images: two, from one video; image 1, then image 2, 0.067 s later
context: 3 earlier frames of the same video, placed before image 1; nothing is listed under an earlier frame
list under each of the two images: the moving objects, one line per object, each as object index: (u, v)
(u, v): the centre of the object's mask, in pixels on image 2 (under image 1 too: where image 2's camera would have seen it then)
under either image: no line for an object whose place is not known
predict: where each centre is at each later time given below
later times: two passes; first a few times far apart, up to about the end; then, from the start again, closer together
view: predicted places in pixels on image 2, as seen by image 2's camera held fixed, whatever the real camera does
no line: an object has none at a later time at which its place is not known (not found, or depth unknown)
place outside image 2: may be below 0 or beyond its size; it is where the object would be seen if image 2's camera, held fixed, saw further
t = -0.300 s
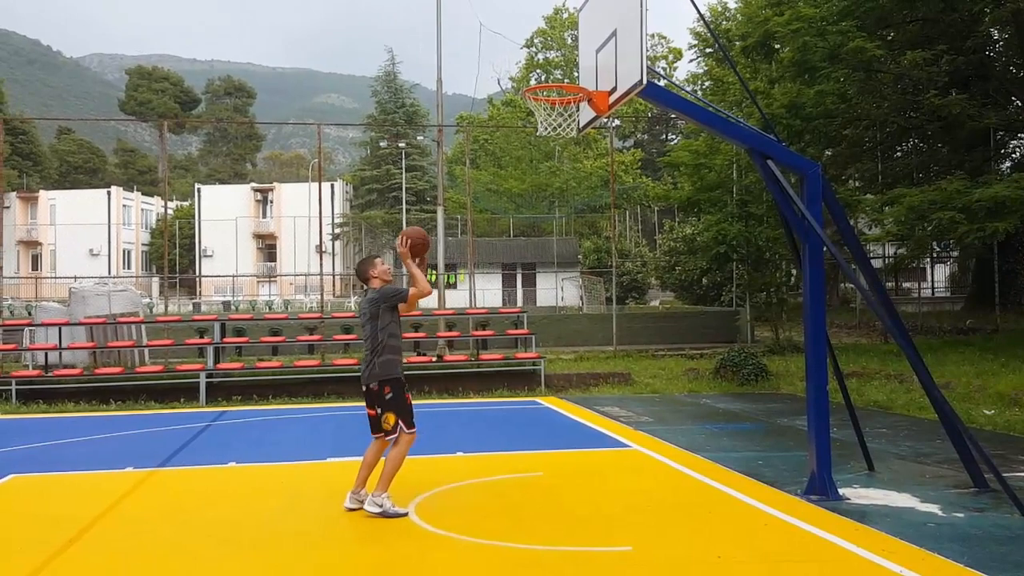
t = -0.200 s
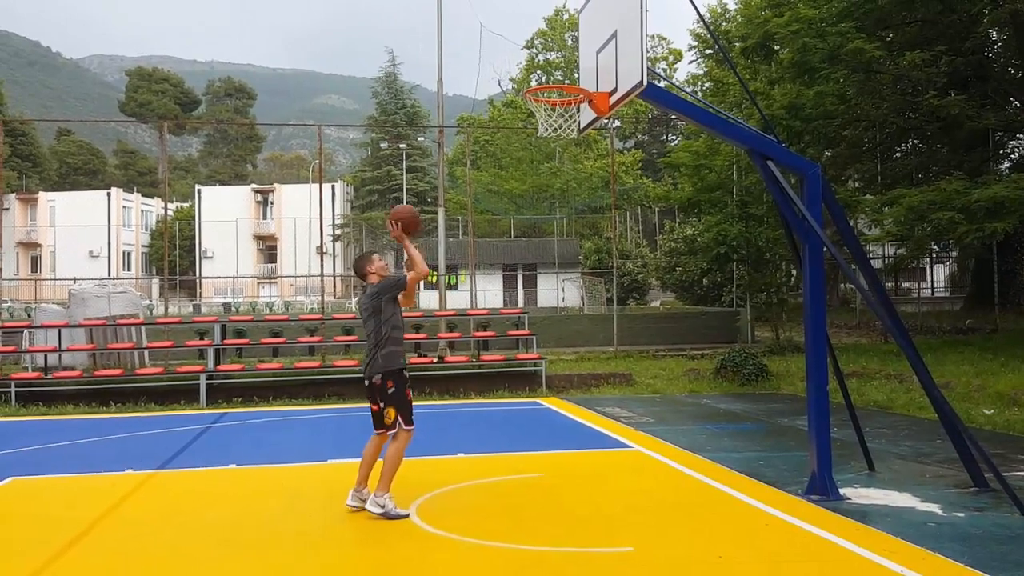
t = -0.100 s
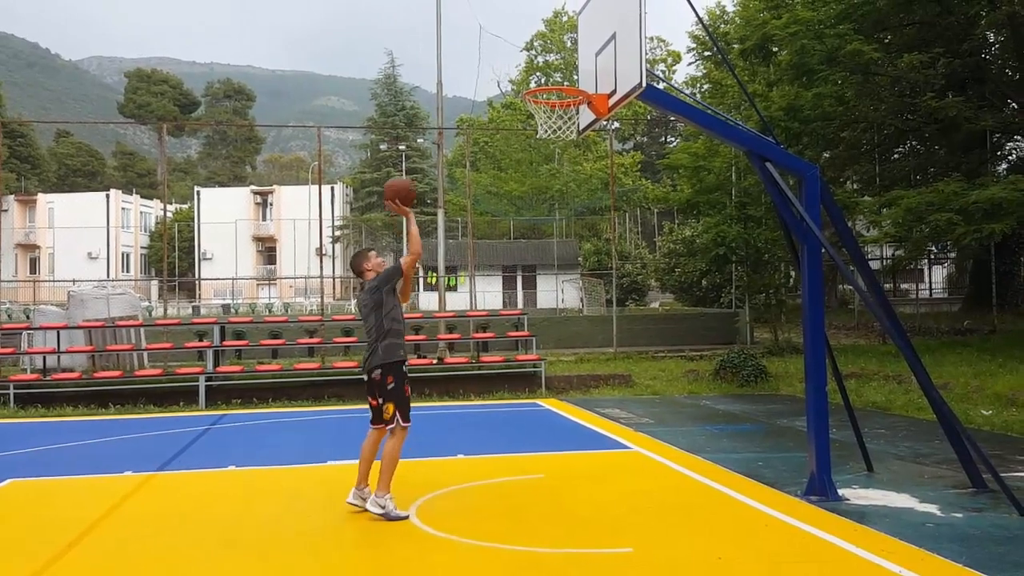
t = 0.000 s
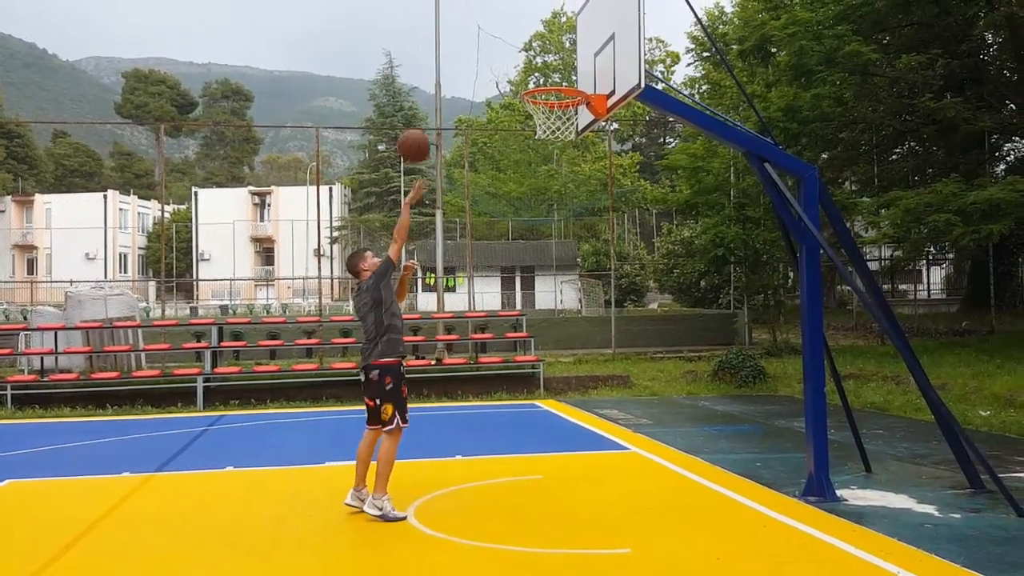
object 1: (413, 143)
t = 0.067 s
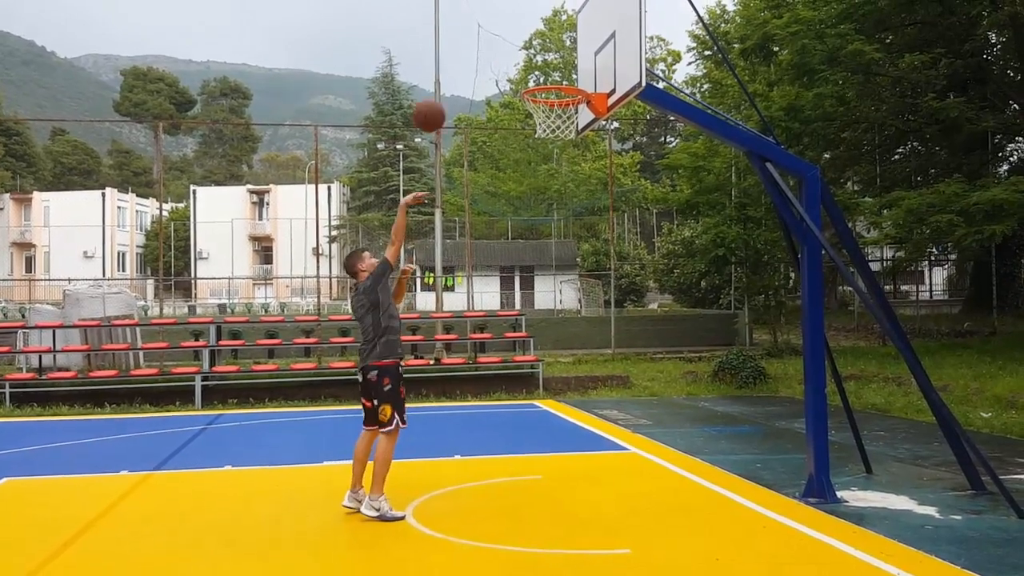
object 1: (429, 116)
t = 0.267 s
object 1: (477, 64)
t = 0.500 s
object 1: (534, 70)
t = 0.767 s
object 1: (584, 145)
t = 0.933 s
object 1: (602, 215)
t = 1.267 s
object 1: (648, 465)
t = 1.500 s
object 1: (630, 370)
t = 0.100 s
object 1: (437, 103)
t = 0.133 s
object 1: (445, 92)
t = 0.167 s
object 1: (452, 83)
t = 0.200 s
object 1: (460, 75)
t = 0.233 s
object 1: (468, 69)
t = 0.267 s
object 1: (477, 64)
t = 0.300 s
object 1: (485, 60)
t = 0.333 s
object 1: (493, 59)
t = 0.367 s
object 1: (501, 58)
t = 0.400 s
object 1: (509, 59)
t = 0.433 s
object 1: (517, 62)
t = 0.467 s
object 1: (525, 66)
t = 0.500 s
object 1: (534, 70)
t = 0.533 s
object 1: (541, 75)
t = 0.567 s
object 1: (550, 86)
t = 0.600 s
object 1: (557, 100)
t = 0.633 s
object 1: (565, 107)
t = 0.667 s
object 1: (573, 119)
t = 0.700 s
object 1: (576, 131)
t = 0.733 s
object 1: (580, 134)
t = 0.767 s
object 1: (584, 145)
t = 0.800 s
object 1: (588, 155)
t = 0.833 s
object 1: (591, 168)
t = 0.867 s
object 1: (596, 183)
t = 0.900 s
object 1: (599, 198)
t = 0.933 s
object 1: (602, 215)
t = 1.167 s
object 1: (632, 373)
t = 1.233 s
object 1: (644, 433)
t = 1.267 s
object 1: (648, 465)
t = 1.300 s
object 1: (651, 487)
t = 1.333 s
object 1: (647, 464)
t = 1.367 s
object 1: (643, 442)
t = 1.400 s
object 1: (640, 422)
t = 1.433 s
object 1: (636, 403)
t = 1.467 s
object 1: (634, 386)
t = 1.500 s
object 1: (630, 370)
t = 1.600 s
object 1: (620, 331)
